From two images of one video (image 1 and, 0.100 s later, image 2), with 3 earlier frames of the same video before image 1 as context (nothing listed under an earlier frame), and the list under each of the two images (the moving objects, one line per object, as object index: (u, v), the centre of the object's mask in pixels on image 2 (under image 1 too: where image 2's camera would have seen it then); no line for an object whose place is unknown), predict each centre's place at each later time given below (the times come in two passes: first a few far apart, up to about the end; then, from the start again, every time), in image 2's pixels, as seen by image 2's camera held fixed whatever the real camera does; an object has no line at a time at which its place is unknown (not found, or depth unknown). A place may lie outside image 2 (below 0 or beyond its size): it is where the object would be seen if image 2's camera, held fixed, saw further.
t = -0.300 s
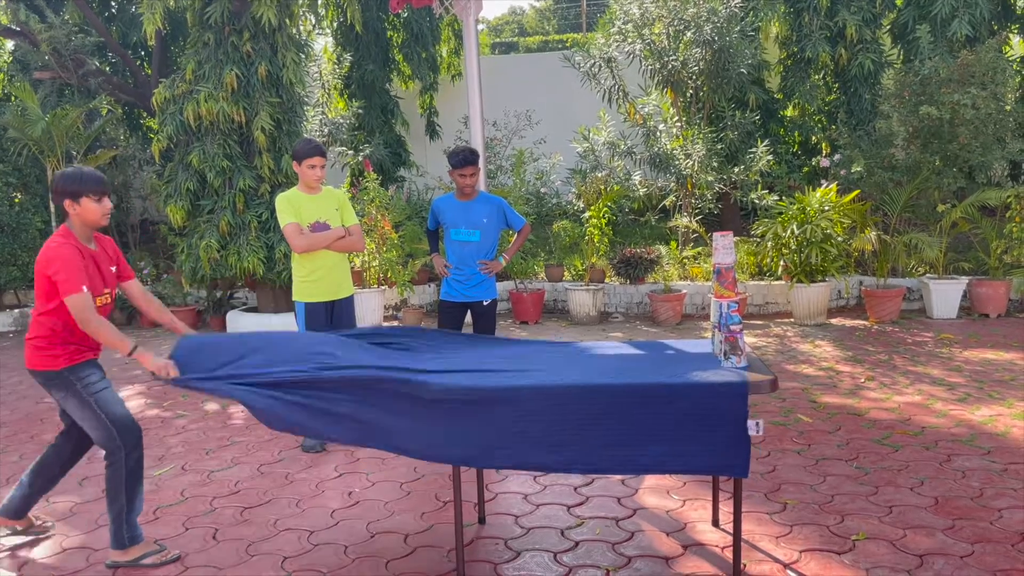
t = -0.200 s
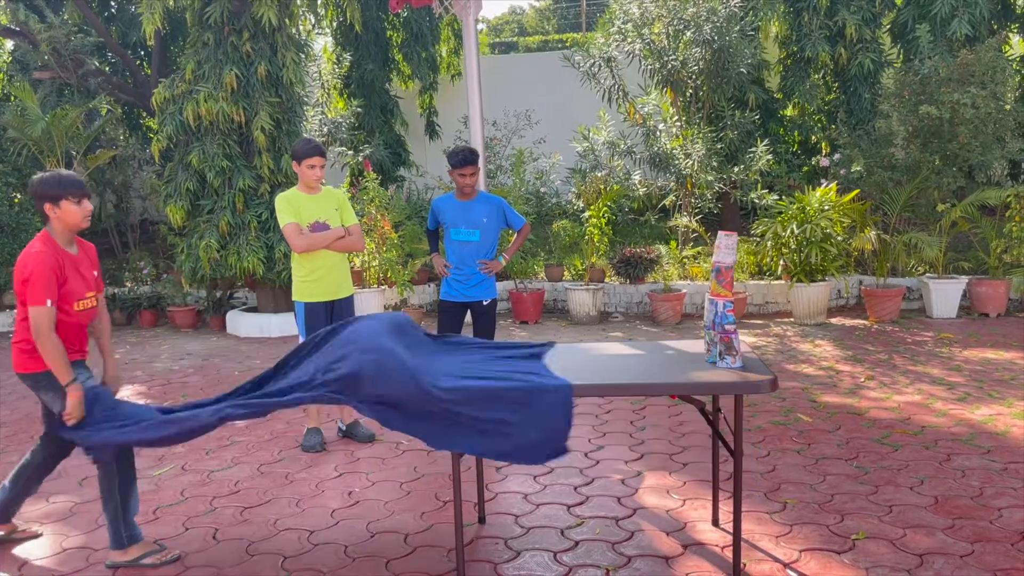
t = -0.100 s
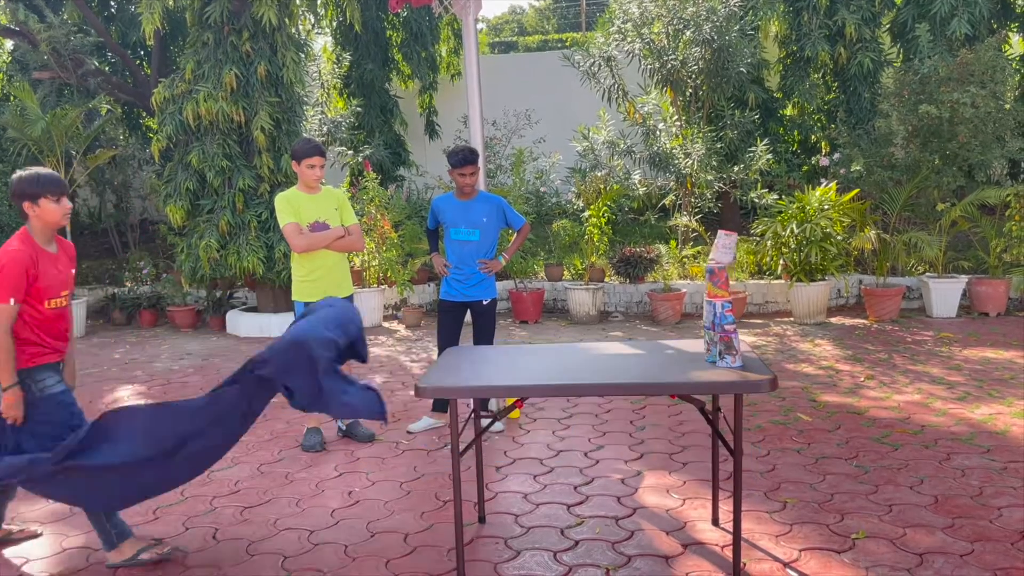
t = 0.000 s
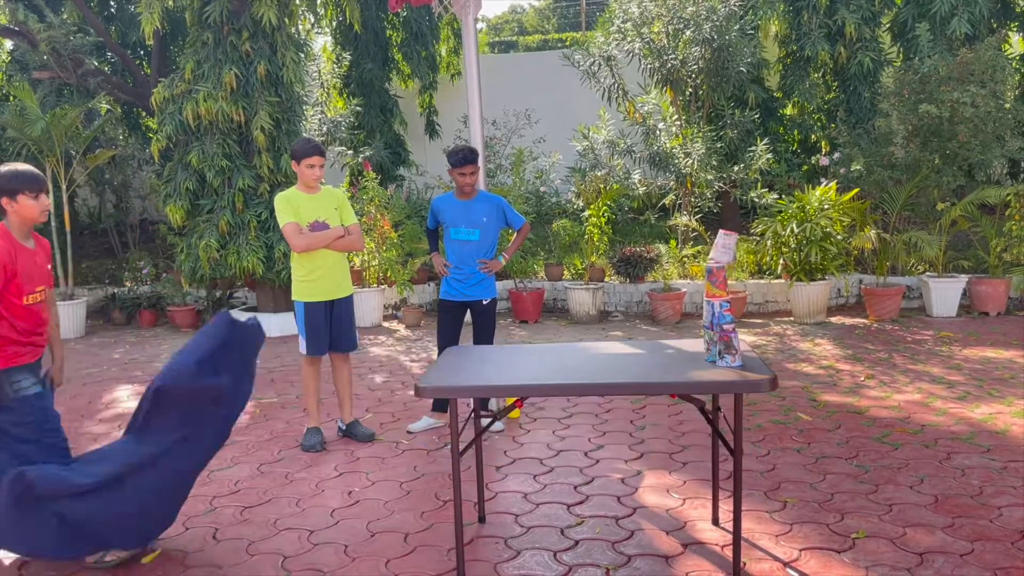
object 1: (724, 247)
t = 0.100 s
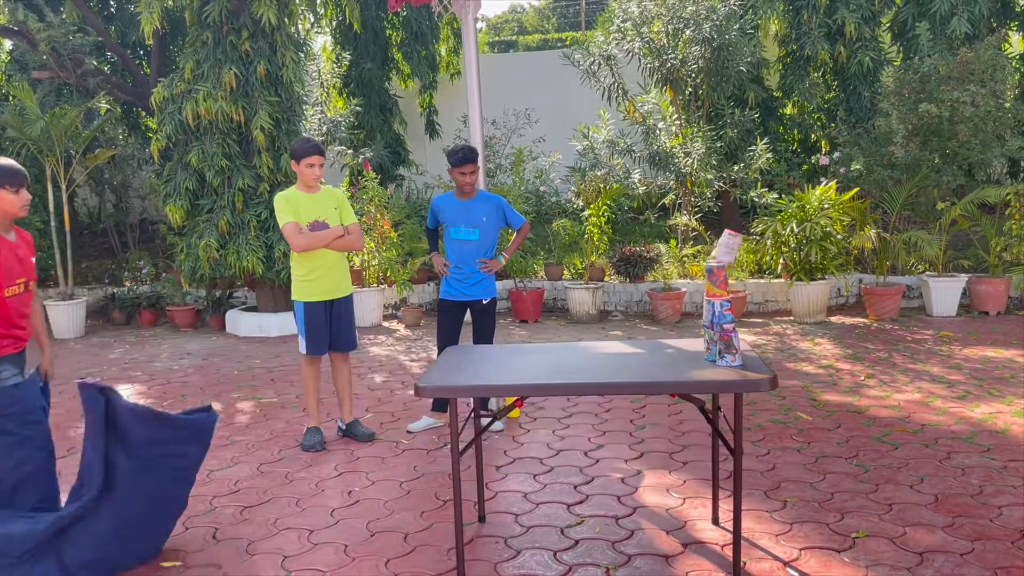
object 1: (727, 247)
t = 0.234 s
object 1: (738, 255)
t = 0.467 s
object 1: (772, 347)
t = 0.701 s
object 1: (866, 414)
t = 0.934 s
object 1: (955, 503)
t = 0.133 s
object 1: (729, 248)
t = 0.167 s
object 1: (731, 249)
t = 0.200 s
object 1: (734, 251)
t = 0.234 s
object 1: (738, 255)
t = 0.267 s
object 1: (741, 263)
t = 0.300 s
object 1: (746, 273)
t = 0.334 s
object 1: (749, 287)
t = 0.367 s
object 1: (754, 303)
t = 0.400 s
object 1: (757, 320)
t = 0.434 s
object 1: (760, 341)
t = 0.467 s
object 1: (772, 347)
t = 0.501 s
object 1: (787, 349)
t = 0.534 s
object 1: (799, 353)
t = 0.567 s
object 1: (814, 359)
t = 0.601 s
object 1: (827, 369)
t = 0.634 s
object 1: (840, 381)
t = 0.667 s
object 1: (854, 396)
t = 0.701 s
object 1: (866, 414)
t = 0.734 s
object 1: (878, 435)
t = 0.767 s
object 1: (890, 456)
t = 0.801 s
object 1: (902, 480)
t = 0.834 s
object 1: (913, 507)
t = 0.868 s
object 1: (925, 532)
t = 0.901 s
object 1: (940, 518)
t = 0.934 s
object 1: (955, 503)
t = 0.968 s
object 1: (966, 490)
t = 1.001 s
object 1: (980, 481)
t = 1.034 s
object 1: (992, 474)
